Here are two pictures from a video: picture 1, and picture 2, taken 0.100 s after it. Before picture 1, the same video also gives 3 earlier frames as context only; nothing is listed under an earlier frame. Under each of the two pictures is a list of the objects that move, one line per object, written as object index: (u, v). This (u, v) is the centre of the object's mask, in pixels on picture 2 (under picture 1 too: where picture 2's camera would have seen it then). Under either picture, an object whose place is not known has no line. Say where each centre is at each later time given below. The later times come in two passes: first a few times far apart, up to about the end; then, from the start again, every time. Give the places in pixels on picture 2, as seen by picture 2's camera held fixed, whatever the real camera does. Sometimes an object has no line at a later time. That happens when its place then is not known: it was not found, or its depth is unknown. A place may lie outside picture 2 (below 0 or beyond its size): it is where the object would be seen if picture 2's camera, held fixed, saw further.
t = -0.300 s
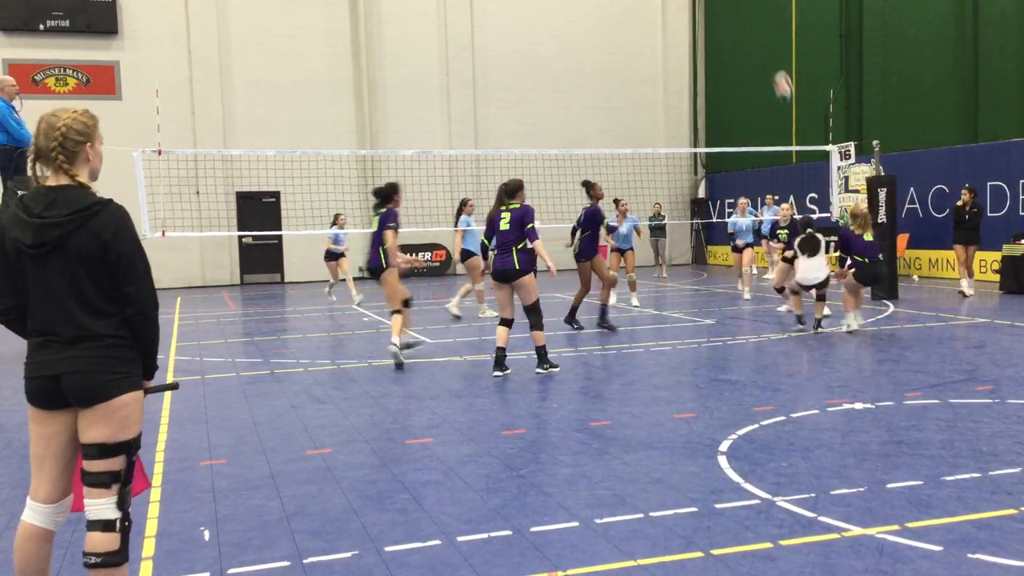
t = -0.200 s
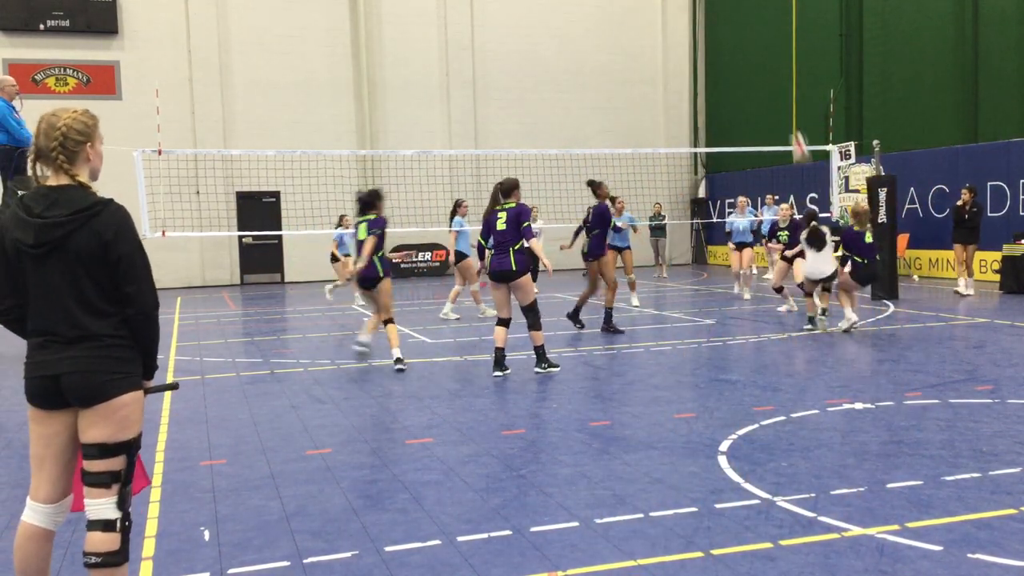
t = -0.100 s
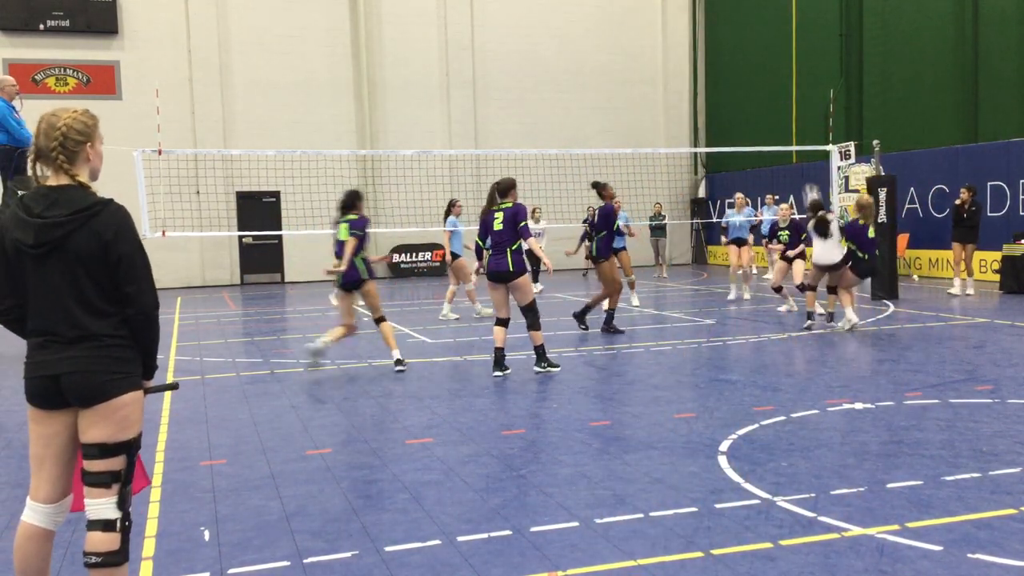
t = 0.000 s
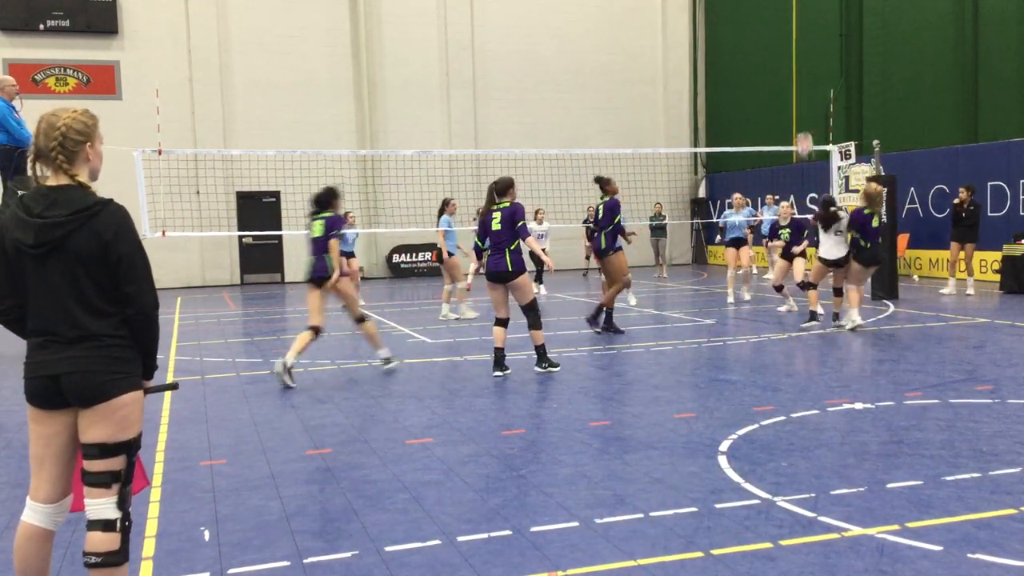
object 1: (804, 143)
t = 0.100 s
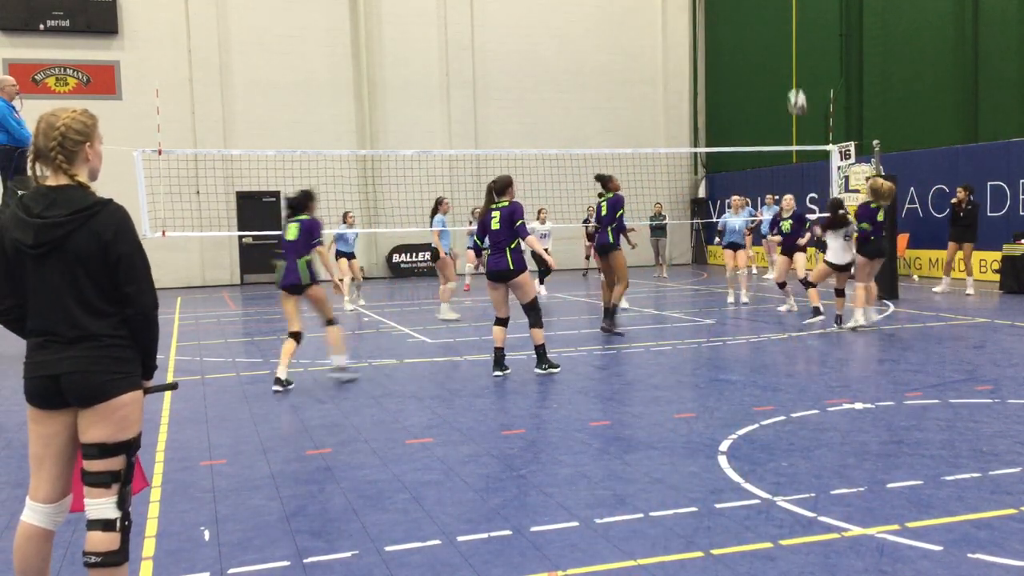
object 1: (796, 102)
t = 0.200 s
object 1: (789, 66)
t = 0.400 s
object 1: (773, 22)
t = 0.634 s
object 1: (756, 14)
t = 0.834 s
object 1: (741, 41)
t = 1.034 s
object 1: (728, 101)
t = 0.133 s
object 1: (794, 89)
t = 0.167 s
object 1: (791, 76)
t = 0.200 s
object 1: (789, 66)
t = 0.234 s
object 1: (786, 56)
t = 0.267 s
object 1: (783, 47)
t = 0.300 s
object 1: (781, 40)
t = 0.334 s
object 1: (778, 33)
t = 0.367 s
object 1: (775, 27)
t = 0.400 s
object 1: (773, 22)
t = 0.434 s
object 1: (770, 18)
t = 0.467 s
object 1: (768, 15)
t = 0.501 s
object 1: (765, 13)
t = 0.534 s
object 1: (763, 12)
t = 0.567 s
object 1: (761, 11)
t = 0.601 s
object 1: (758, 12)
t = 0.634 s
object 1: (756, 14)
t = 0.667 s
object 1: (753, 16)
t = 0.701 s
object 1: (751, 20)
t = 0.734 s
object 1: (748, 24)
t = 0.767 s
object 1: (746, 29)
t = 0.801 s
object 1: (744, 34)
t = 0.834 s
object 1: (741, 41)
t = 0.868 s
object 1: (739, 48)
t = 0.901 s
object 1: (737, 58)
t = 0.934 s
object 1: (734, 67)
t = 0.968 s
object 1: (732, 77)
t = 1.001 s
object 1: (730, 89)
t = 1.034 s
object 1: (728, 101)
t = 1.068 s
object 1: (726, 113)
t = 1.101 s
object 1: (724, 127)
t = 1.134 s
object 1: (723, 138)
